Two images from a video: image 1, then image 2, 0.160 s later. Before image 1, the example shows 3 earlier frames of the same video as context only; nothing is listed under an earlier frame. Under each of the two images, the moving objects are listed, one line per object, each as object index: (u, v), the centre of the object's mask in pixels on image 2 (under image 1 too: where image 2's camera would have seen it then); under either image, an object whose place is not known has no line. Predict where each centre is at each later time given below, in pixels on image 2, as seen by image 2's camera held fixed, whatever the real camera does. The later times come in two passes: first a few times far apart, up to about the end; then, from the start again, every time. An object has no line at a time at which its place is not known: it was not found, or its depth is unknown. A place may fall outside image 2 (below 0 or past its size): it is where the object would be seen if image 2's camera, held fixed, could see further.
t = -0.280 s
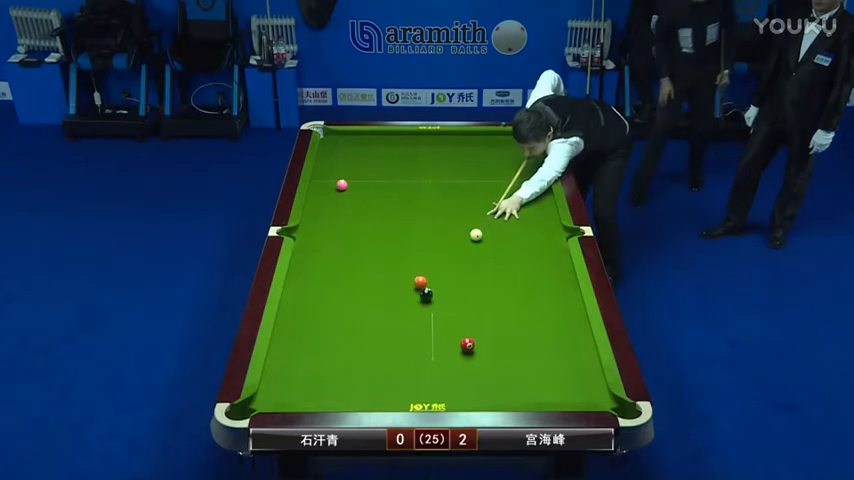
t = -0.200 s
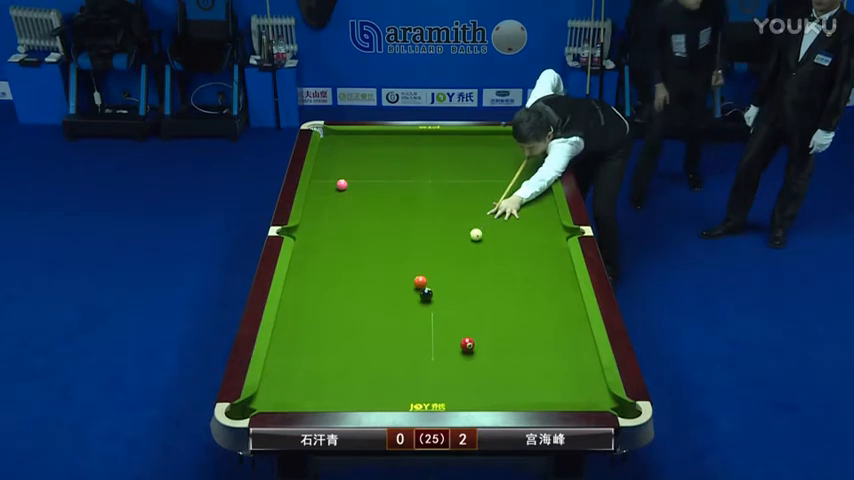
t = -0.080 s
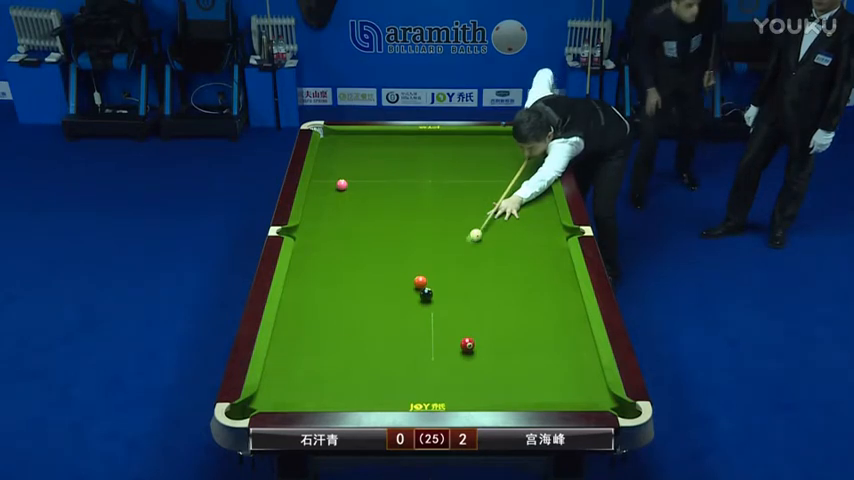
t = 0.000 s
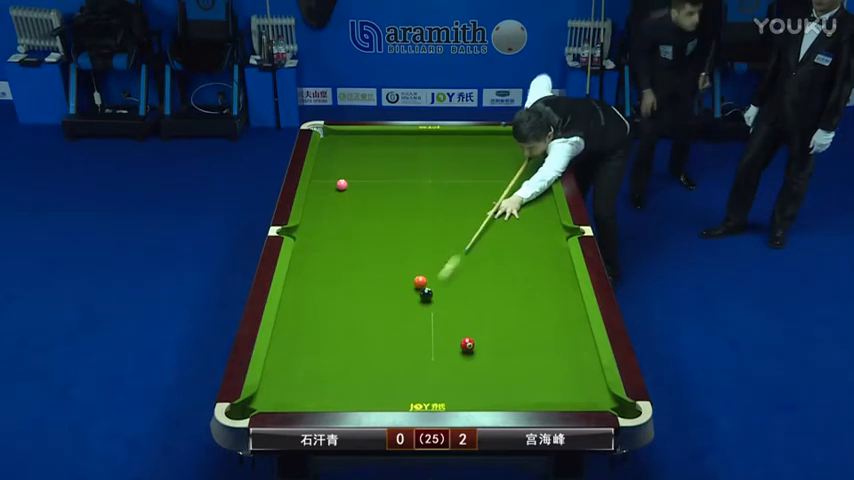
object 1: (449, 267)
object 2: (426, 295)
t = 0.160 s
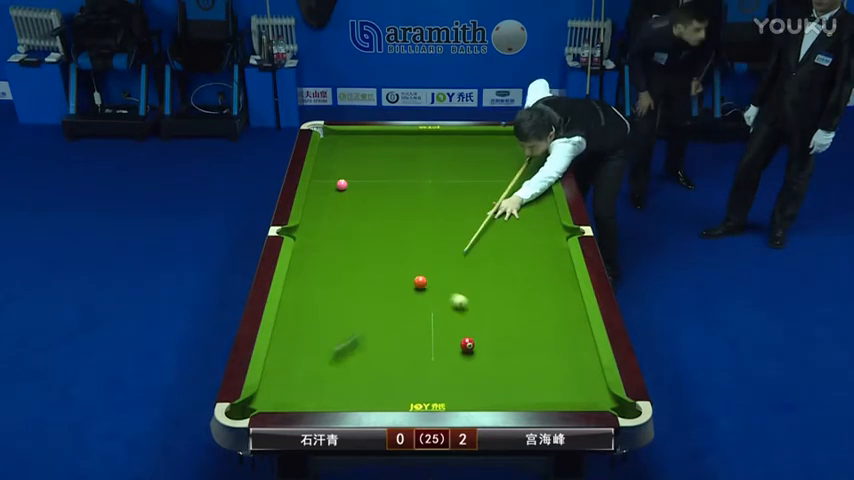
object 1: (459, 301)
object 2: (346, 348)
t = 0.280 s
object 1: (481, 310)
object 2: (261, 401)
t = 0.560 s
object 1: (529, 328)
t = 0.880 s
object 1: (585, 348)
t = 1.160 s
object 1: (568, 360)
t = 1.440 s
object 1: (548, 371)
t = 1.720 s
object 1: (529, 381)
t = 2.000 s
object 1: (511, 390)
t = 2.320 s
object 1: (492, 396)
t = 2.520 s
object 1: (483, 394)
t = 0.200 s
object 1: (466, 305)
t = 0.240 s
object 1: (473, 307)
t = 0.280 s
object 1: (481, 310)
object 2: (261, 401)
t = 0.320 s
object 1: (487, 313)
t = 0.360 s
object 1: (494, 315)
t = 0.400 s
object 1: (501, 318)
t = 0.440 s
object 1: (508, 320)
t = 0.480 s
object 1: (515, 323)
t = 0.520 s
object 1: (522, 325)
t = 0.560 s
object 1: (529, 328)
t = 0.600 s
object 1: (536, 330)
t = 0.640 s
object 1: (543, 333)
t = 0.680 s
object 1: (550, 335)
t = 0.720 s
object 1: (557, 338)
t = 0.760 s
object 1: (564, 341)
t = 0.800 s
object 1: (571, 343)
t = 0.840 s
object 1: (578, 345)
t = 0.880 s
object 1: (585, 348)
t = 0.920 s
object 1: (588, 351)
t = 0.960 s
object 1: (583, 352)
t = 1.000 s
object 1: (580, 353)
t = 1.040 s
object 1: (576, 355)
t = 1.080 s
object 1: (573, 357)
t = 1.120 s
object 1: (571, 358)
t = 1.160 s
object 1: (568, 360)
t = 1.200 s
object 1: (565, 361)
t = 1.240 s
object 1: (562, 363)
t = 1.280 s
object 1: (559, 364)
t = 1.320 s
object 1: (557, 366)
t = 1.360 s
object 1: (554, 367)
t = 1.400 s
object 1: (551, 369)
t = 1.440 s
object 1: (548, 371)
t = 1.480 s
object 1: (545, 372)
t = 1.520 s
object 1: (543, 373)
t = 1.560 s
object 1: (540, 375)
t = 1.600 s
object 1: (537, 376)
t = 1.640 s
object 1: (535, 378)
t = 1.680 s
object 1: (532, 379)
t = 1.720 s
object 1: (529, 381)
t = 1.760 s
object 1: (526, 382)
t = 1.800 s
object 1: (524, 384)
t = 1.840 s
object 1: (521, 385)
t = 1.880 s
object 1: (519, 386)
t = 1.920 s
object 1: (516, 388)
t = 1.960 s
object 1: (514, 389)
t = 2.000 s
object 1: (511, 390)
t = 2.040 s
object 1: (509, 391)
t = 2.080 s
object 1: (506, 392)
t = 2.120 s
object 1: (504, 393)
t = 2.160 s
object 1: (502, 394)
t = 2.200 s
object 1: (499, 395)
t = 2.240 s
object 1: (496, 395)
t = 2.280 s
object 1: (494, 396)
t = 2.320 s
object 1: (492, 396)
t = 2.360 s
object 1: (490, 395)
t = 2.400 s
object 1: (488, 395)
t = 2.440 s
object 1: (487, 394)
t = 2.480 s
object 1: (485, 394)
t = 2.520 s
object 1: (483, 394)
